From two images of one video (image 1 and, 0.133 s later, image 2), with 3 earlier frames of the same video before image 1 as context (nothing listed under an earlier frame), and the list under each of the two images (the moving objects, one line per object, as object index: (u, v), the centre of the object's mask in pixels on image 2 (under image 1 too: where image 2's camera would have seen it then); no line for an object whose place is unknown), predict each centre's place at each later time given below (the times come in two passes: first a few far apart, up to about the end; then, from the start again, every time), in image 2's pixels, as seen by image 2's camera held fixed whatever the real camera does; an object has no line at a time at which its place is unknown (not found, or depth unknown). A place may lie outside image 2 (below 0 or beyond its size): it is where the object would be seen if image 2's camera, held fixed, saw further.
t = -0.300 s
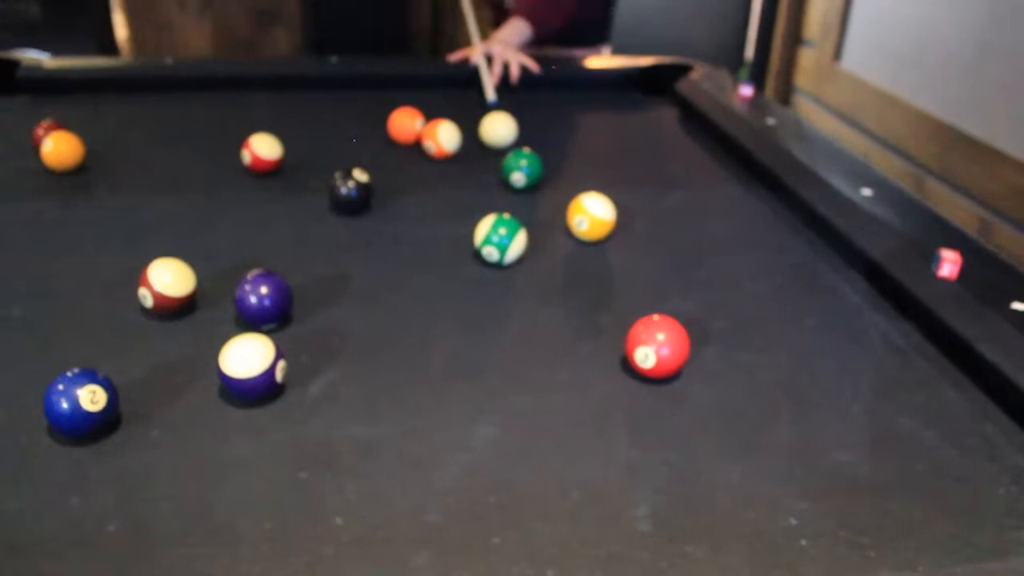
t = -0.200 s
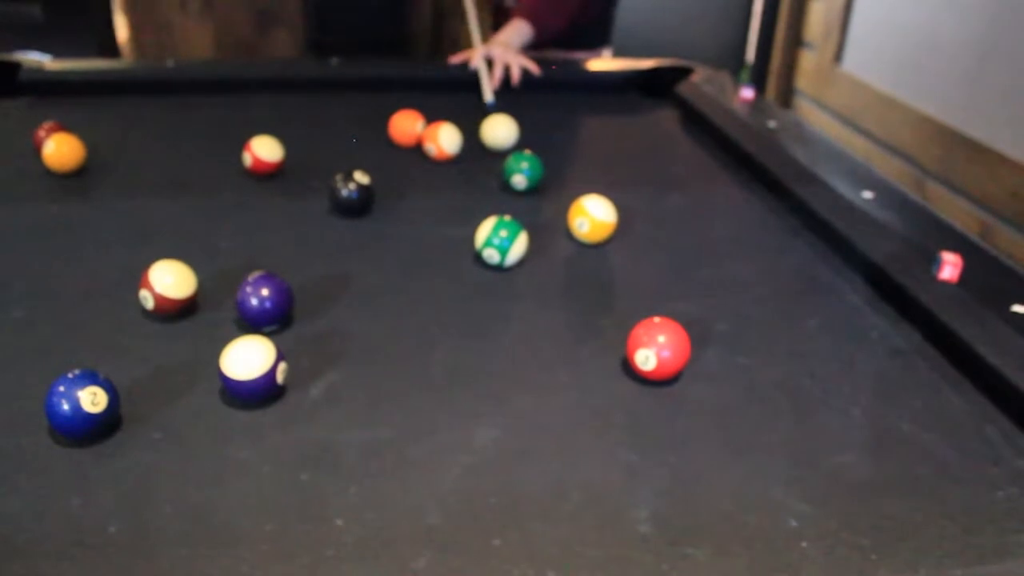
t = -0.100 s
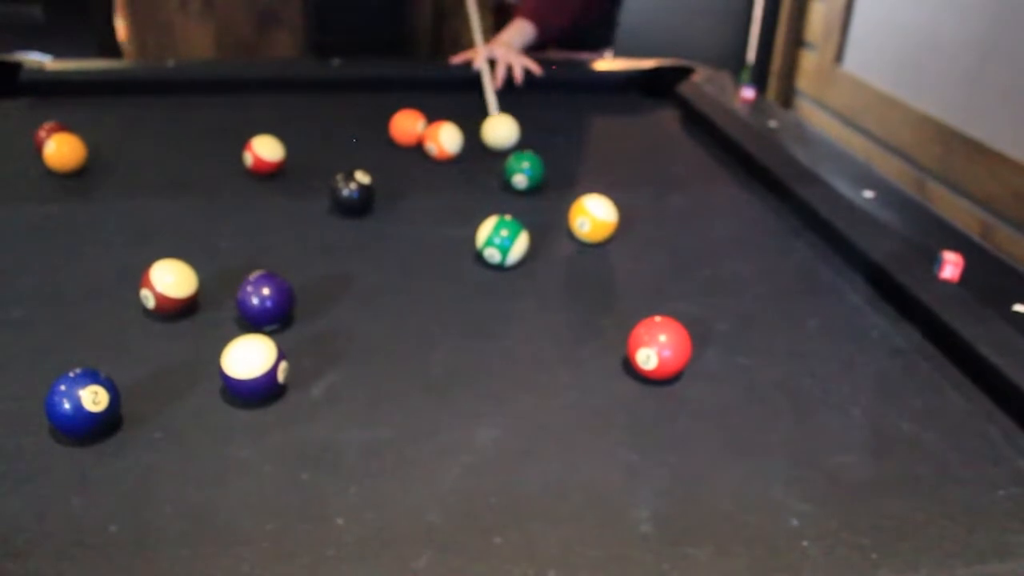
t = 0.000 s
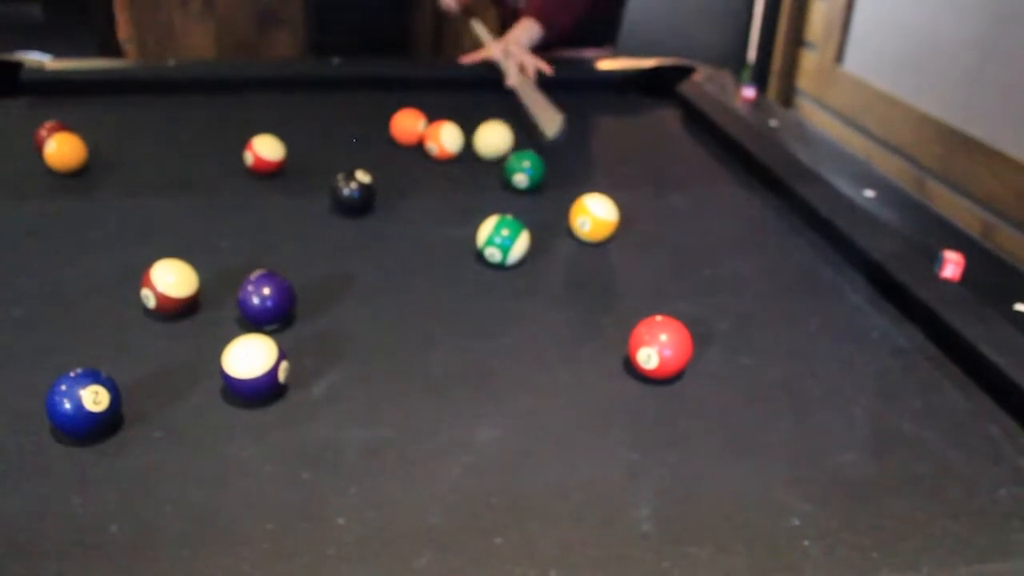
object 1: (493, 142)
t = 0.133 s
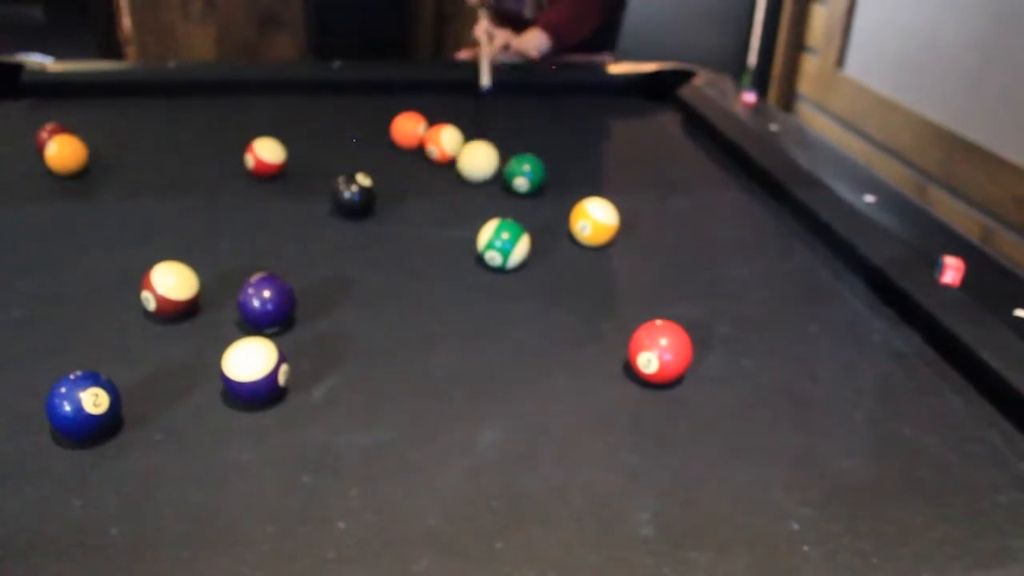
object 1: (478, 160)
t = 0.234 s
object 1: (466, 170)
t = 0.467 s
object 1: (435, 193)
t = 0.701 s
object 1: (402, 218)
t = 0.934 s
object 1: (368, 244)
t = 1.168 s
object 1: (329, 273)
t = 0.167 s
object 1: (474, 164)
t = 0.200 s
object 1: (470, 167)
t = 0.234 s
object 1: (466, 170)
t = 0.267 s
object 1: (462, 173)
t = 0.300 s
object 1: (457, 176)
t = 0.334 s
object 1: (453, 179)
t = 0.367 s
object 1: (448, 183)
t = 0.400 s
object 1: (444, 186)
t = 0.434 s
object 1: (439, 189)
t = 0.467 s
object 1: (435, 193)
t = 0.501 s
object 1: (430, 197)
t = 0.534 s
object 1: (426, 200)
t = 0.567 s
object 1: (421, 203)
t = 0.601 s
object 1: (416, 207)
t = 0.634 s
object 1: (412, 211)
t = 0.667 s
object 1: (407, 214)
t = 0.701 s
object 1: (402, 218)
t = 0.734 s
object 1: (398, 222)
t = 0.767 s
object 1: (392, 225)
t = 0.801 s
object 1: (387, 229)
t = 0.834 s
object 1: (382, 233)
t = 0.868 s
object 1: (377, 237)
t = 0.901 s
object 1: (373, 240)
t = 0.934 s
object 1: (368, 244)
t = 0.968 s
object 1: (362, 248)
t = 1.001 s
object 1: (357, 252)
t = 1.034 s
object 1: (352, 256)
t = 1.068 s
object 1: (346, 260)
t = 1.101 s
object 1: (341, 264)
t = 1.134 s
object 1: (335, 269)
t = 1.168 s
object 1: (329, 273)
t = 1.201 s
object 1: (324, 277)
